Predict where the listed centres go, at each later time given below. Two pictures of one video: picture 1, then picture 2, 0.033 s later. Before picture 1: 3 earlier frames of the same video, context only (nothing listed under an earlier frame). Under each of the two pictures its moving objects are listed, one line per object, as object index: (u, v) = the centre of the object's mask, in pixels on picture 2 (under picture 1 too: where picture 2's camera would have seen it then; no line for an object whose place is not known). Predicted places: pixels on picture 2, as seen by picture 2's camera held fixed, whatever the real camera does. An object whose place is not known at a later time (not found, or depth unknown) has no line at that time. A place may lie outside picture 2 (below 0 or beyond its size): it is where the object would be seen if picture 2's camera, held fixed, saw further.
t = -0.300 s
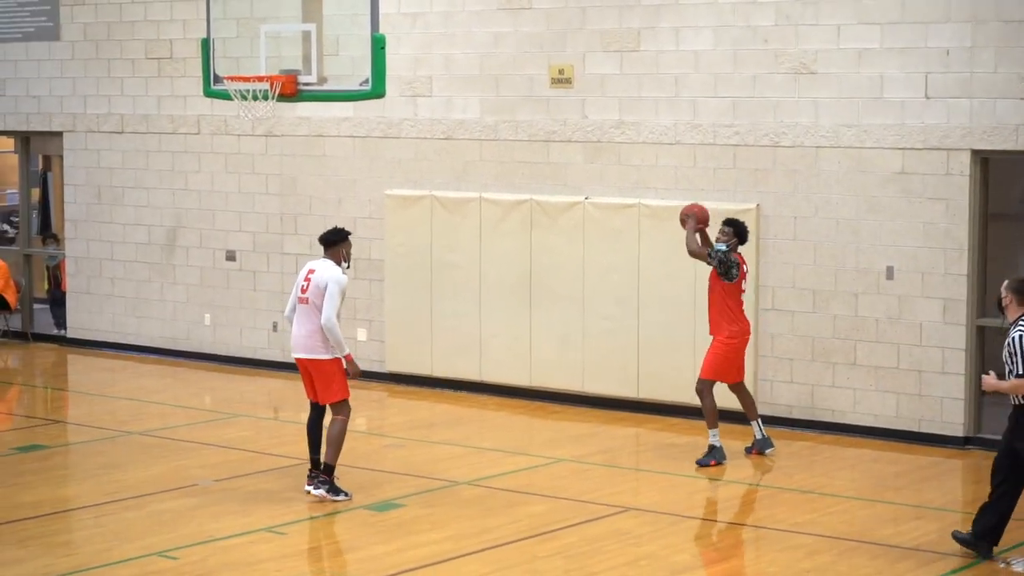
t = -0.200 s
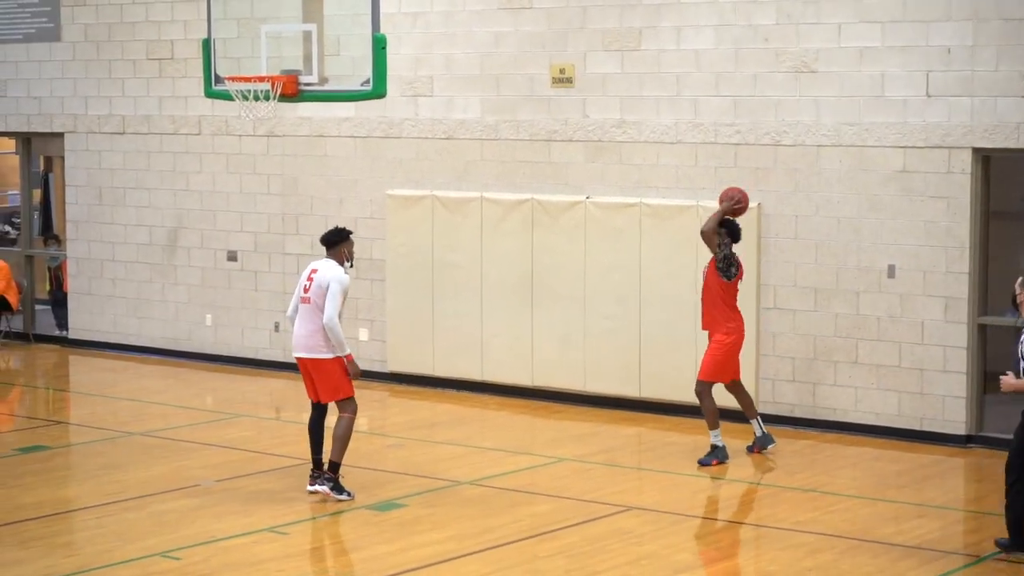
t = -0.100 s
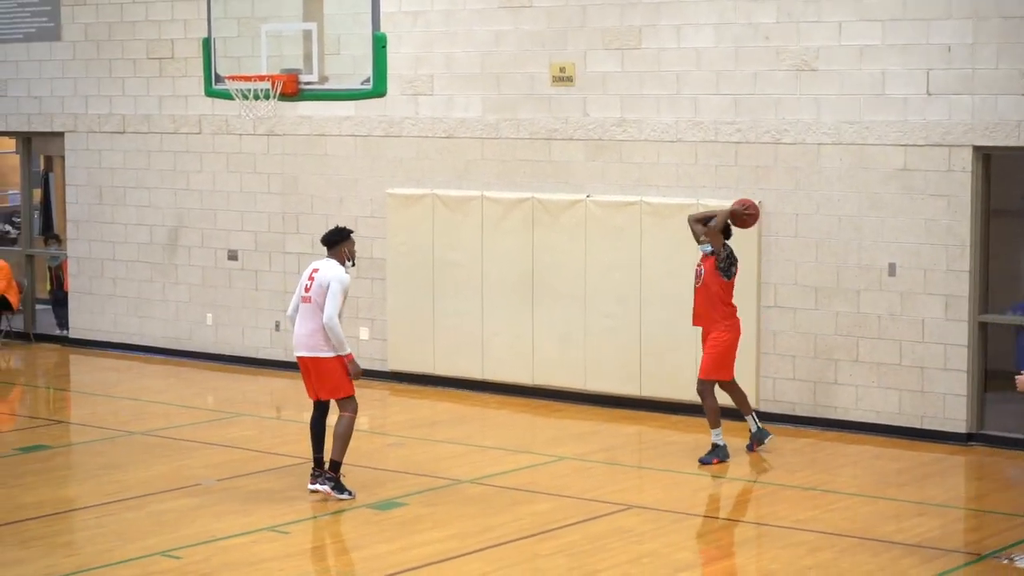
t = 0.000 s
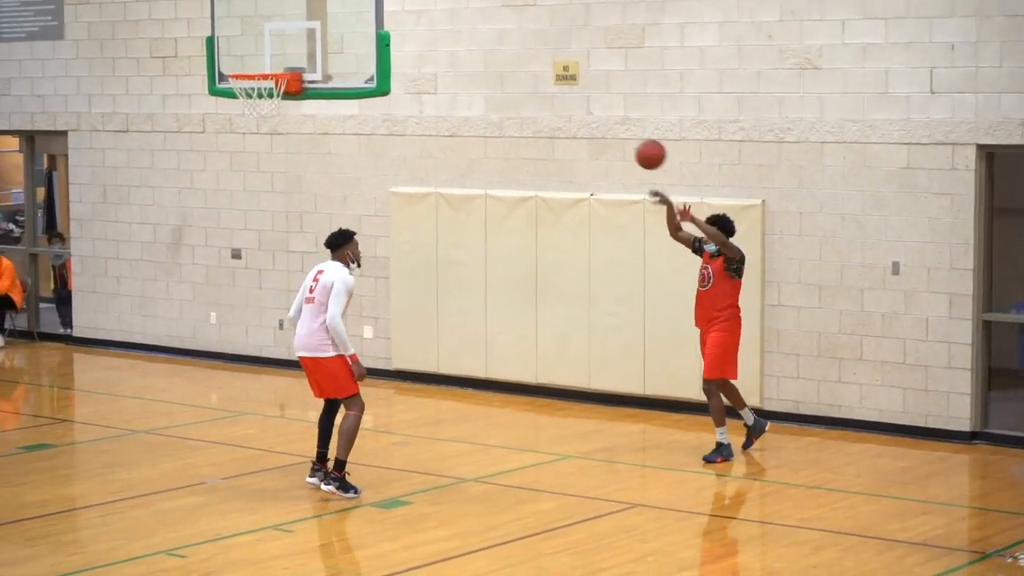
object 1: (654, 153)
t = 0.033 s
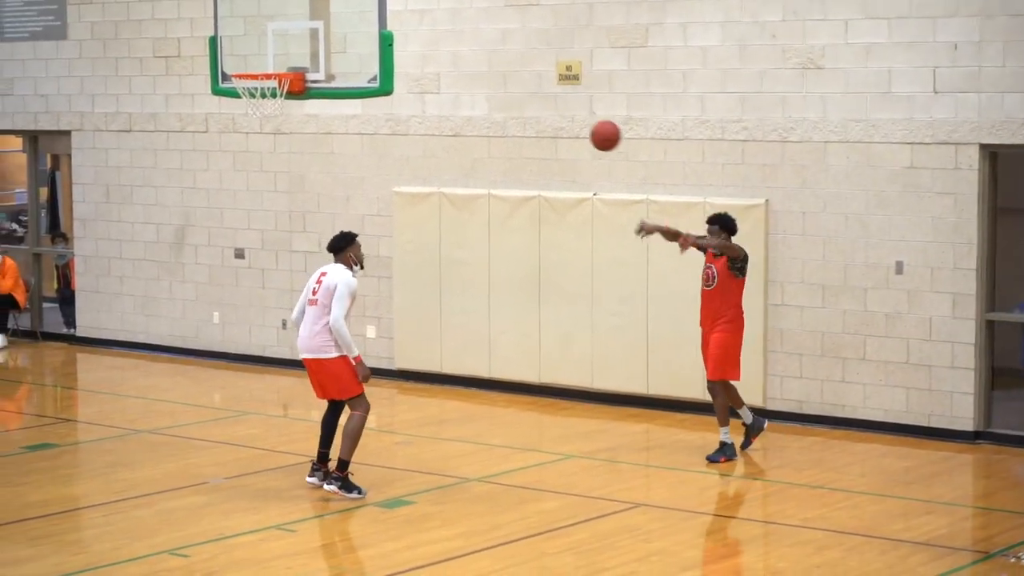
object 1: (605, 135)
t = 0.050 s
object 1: (581, 127)
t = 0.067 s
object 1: (556, 118)
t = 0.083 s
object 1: (532, 110)
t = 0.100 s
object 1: (507, 102)
